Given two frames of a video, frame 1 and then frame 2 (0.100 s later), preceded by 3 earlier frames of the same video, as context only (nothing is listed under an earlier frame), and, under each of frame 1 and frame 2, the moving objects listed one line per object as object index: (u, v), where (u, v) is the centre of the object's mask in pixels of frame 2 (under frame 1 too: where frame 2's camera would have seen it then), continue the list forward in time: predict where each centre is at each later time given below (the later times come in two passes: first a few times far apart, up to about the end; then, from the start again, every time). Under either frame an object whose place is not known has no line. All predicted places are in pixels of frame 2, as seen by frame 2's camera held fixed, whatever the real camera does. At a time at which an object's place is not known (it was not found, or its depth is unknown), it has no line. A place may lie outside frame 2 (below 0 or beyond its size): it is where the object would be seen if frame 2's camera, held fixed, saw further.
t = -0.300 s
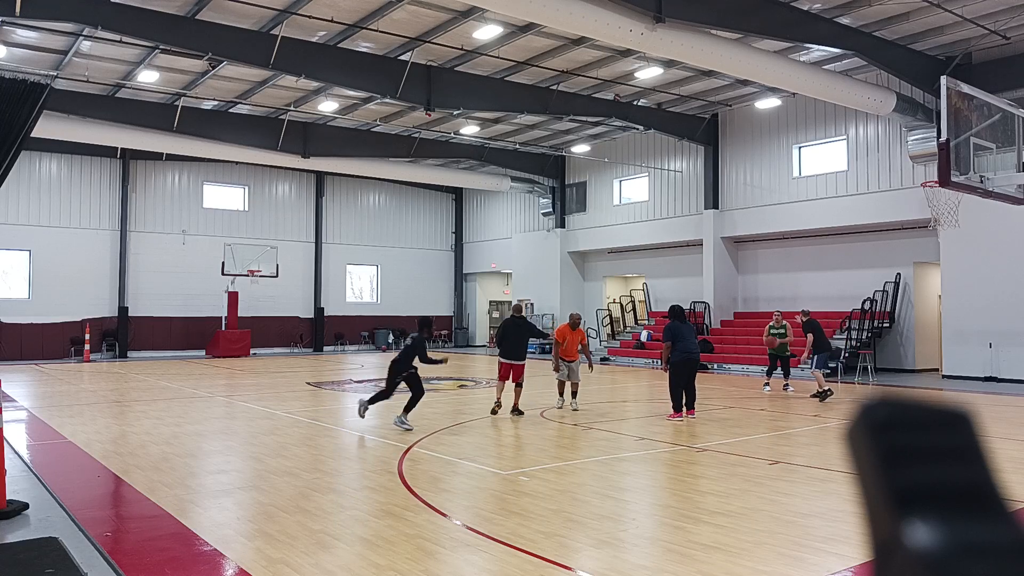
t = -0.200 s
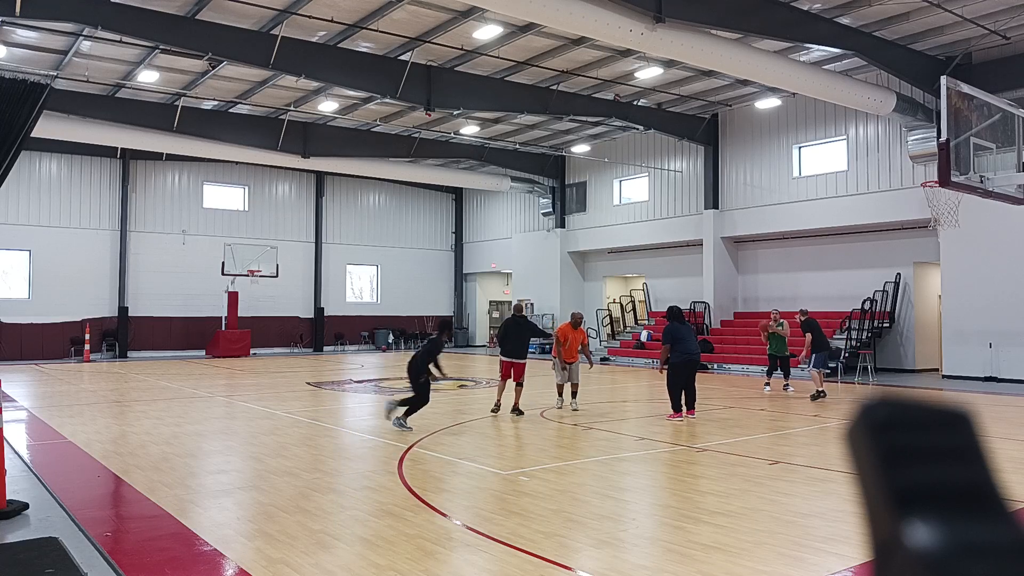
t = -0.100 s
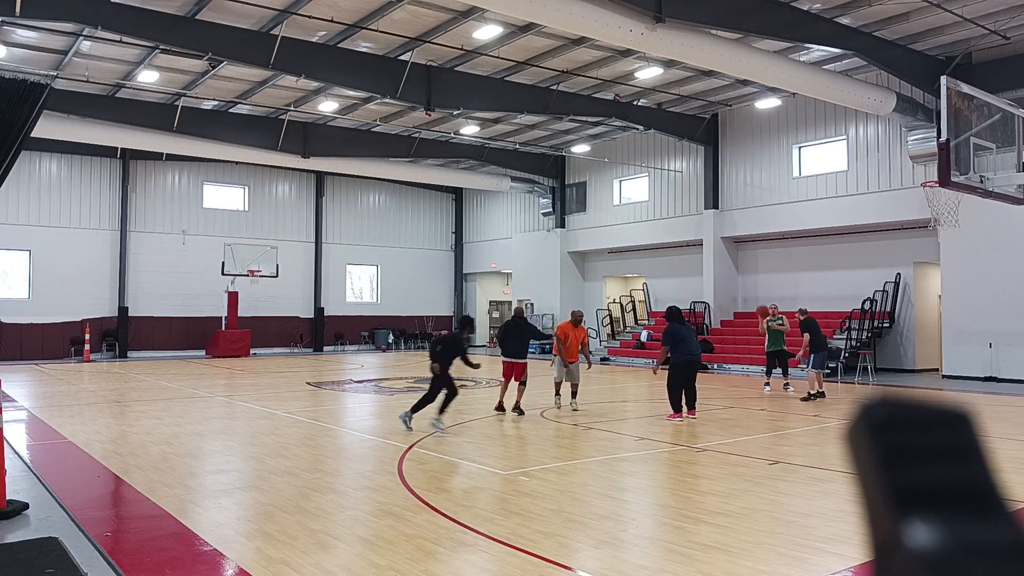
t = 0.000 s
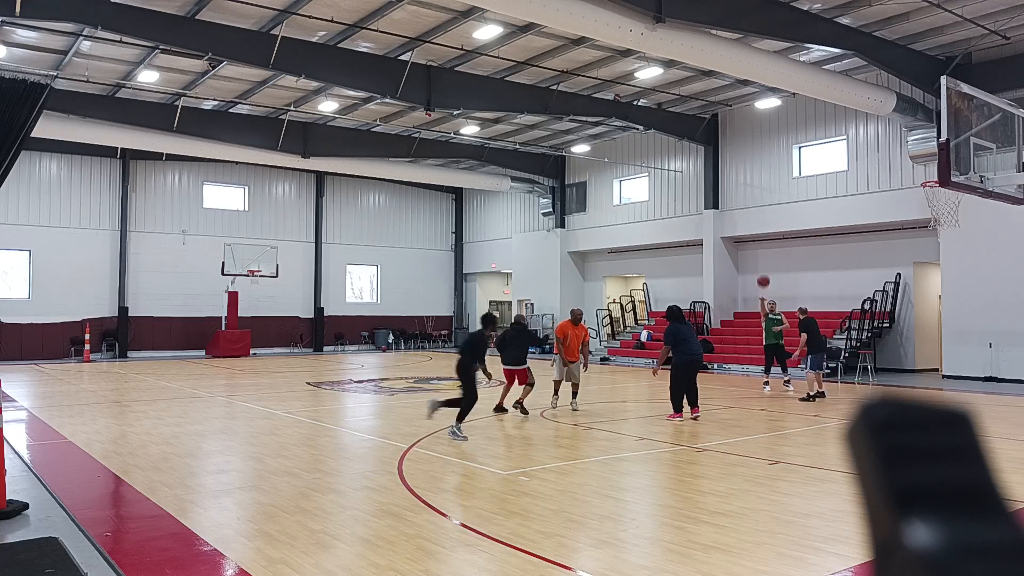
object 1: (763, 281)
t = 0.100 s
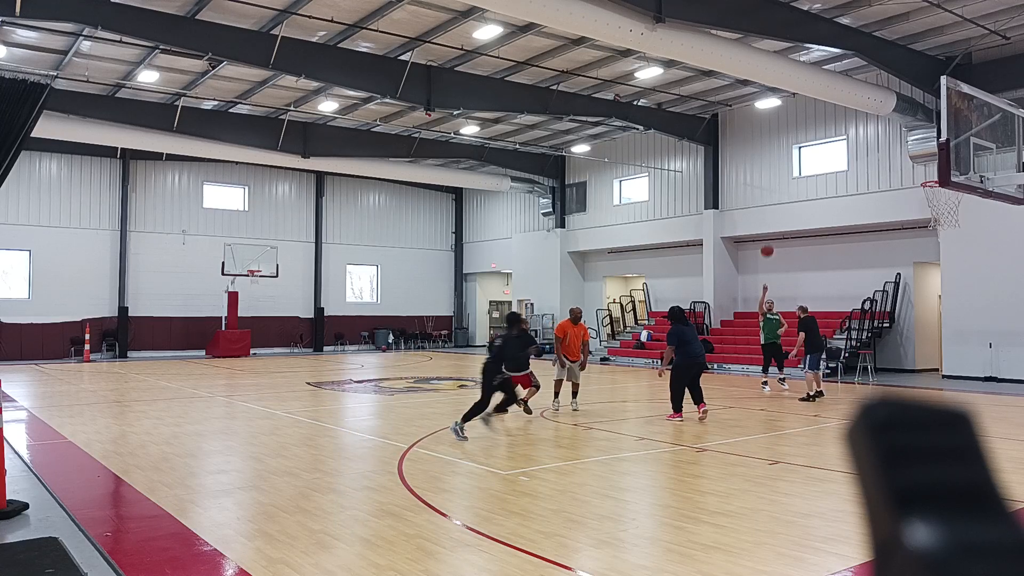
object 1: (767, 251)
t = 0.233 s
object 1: (773, 214)
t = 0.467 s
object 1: (784, 165)
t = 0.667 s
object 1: (797, 142)
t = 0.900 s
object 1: (816, 144)
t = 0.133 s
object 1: (768, 242)
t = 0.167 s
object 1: (770, 231)
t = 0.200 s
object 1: (771, 222)
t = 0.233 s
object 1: (773, 214)
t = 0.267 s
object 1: (774, 206)
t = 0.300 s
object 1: (776, 198)
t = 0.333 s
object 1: (777, 190)
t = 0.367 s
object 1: (779, 183)
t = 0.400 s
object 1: (781, 177)
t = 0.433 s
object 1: (783, 170)
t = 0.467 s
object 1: (784, 165)
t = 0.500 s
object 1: (786, 160)
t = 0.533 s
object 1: (788, 155)
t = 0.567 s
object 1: (790, 151)
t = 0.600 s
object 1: (792, 147)
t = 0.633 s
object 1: (795, 144)
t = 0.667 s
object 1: (797, 142)
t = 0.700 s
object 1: (799, 140)
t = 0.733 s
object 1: (802, 139)
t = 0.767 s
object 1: (805, 138)
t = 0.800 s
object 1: (807, 139)
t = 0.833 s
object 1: (810, 140)
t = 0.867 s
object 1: (813, 142)
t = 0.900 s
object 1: (816, 144)
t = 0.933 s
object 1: (820, 149)
